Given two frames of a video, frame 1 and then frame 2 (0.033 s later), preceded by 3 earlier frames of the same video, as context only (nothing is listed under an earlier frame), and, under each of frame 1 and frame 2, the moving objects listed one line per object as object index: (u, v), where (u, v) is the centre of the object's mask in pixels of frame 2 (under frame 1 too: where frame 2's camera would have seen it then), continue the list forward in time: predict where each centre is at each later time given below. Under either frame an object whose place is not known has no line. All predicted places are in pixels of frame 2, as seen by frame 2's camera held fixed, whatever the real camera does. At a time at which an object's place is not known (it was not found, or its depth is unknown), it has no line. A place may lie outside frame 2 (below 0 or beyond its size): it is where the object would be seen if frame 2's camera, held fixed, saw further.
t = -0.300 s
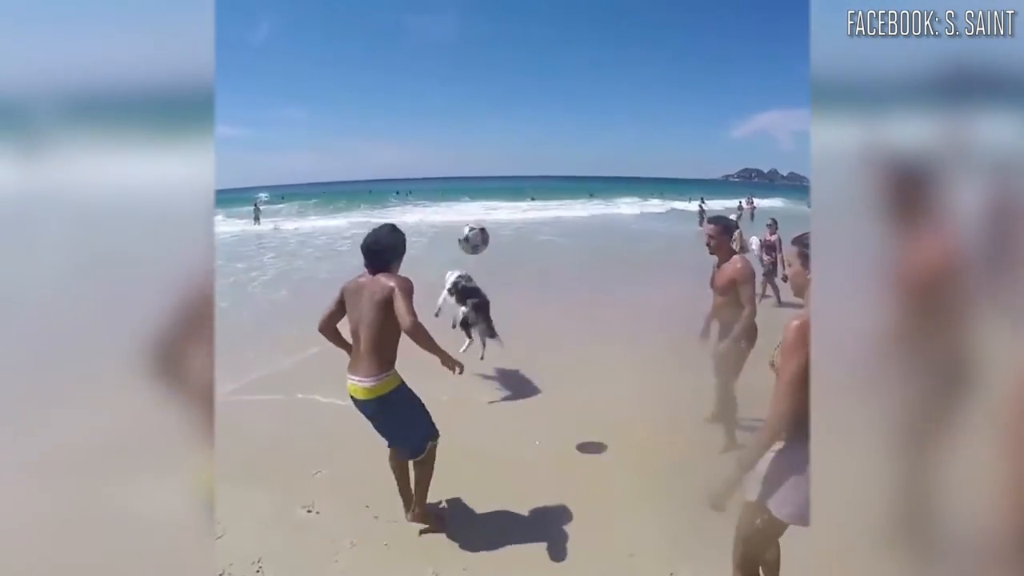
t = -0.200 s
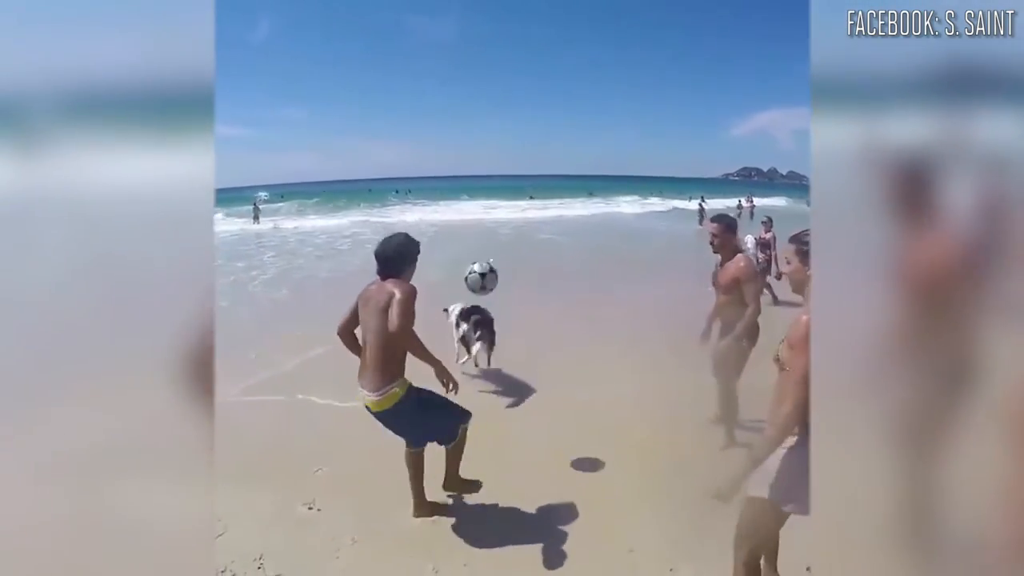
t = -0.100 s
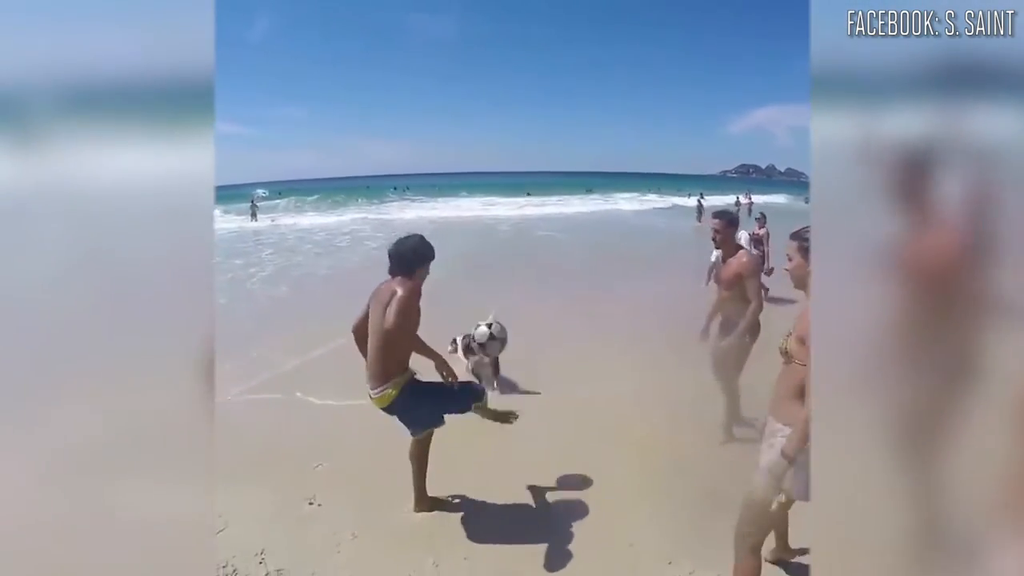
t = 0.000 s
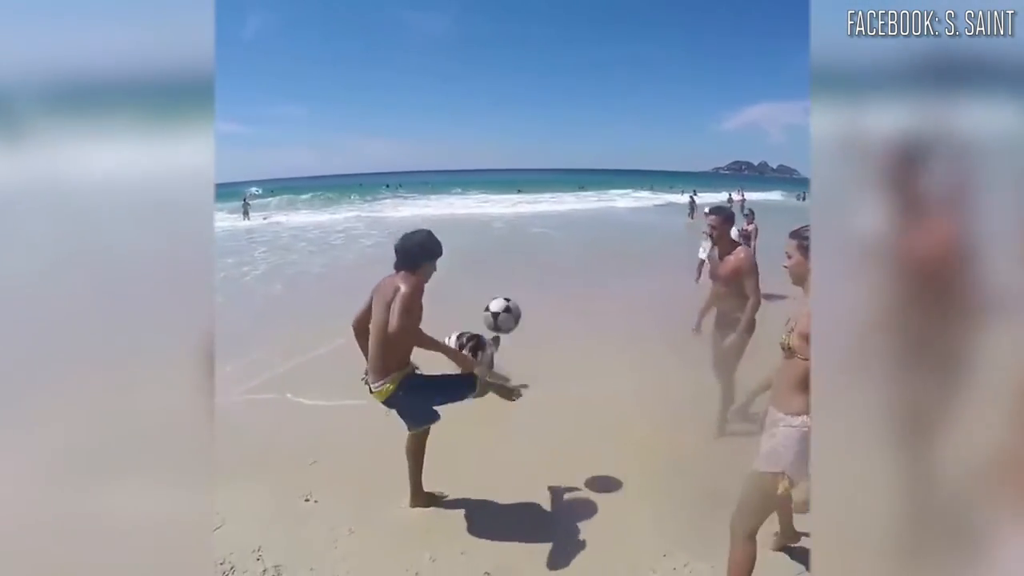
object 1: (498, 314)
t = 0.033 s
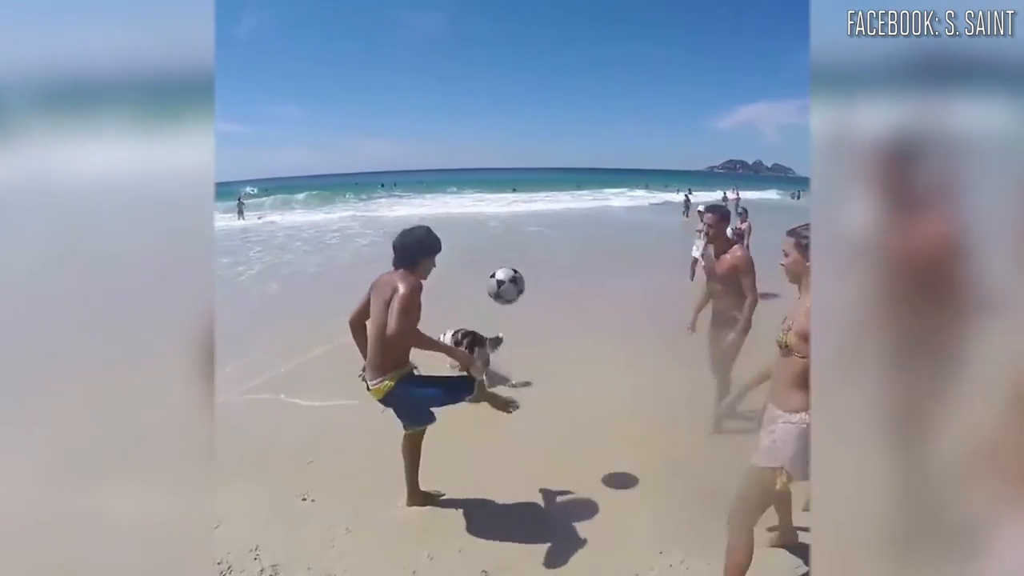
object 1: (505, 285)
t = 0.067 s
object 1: (514, 258)
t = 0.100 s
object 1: (522, 232)
